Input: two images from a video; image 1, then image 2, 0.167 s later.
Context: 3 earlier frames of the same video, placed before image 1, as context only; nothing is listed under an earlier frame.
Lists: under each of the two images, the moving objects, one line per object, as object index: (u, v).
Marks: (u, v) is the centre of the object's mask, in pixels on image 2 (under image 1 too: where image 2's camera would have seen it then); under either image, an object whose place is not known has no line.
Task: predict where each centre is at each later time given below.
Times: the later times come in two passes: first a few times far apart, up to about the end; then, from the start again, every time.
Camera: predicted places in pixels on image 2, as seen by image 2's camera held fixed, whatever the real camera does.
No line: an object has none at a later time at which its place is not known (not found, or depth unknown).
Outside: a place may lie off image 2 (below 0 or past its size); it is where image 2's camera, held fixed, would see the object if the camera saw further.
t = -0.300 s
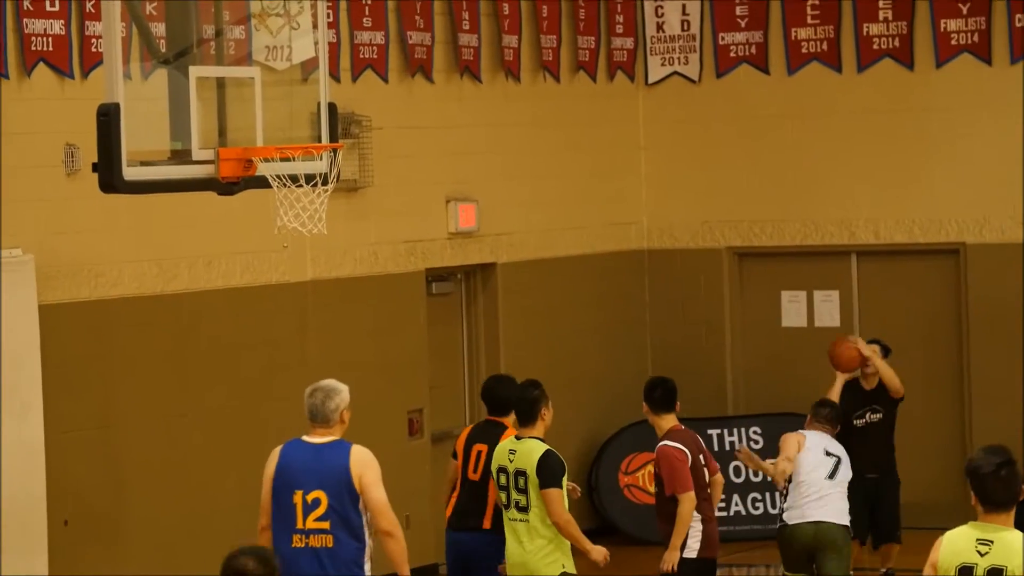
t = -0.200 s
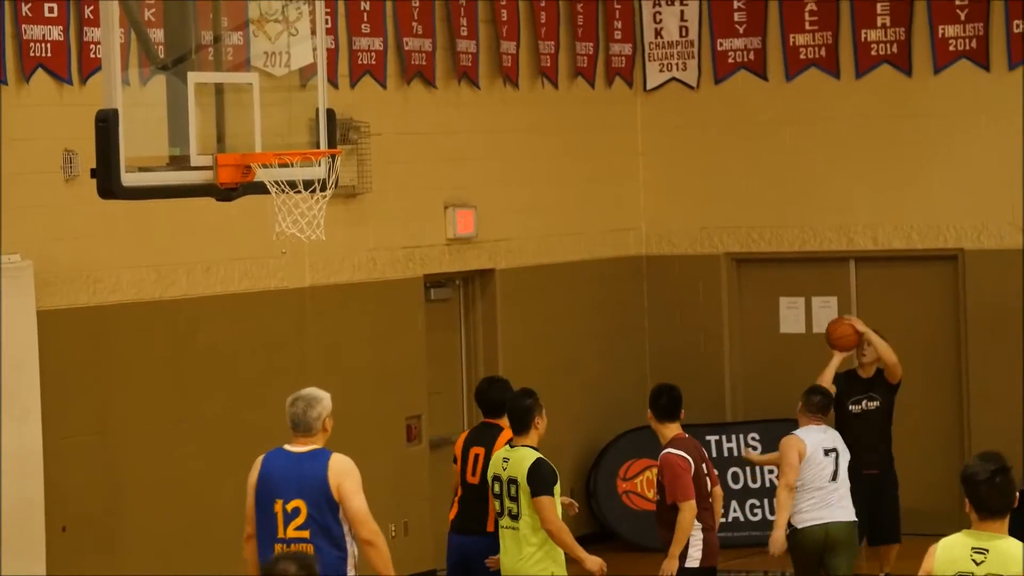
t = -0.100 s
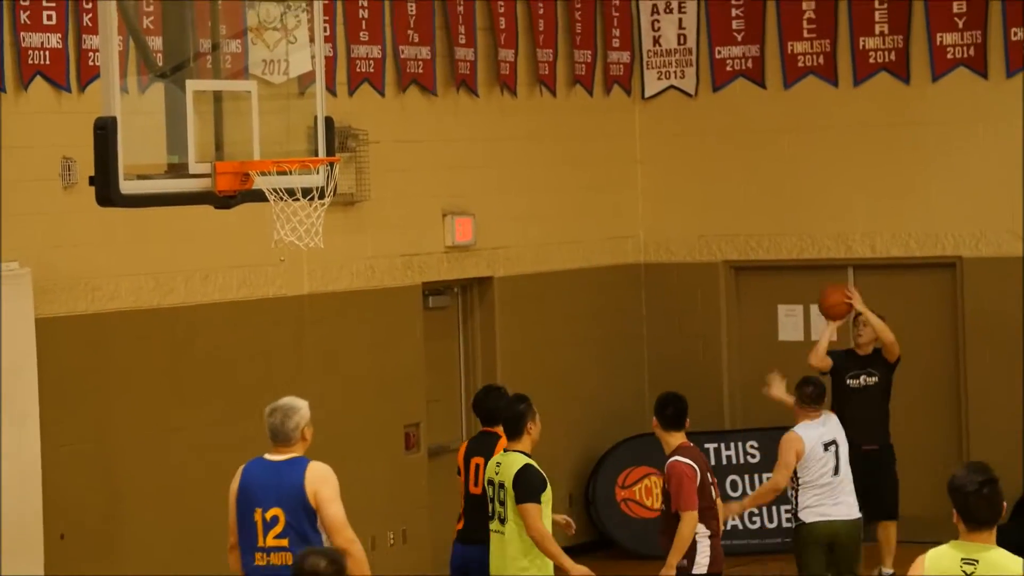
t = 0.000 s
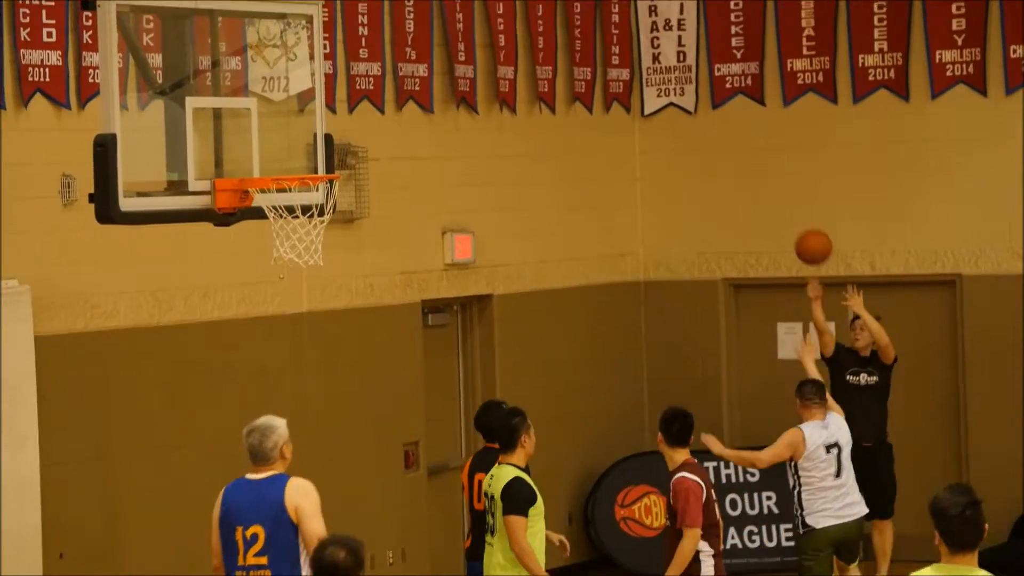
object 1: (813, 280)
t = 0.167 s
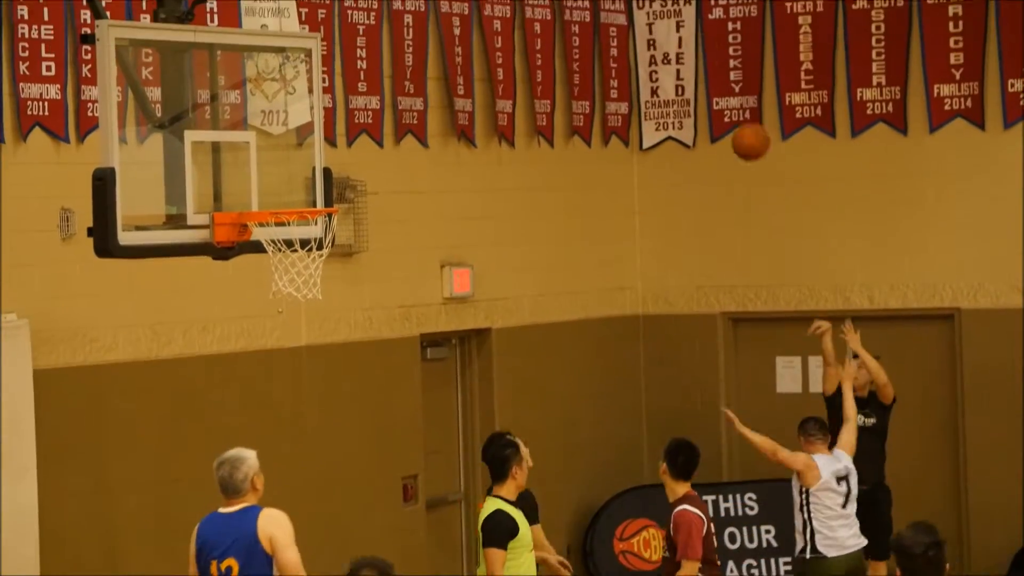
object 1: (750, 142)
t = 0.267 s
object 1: (713, 74)
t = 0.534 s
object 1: (606, -44)
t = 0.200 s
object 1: (739, 118)
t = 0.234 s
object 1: (725, 94)
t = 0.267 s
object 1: (713, 74)
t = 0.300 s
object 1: (700, 54)
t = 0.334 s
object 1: (687, 36)
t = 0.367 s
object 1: (673, 18)
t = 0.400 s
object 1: (660, 3)
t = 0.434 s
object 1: (646, -11)
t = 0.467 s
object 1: (634, -24)
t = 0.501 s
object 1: (619, -34)
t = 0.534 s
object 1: (606, -44)
